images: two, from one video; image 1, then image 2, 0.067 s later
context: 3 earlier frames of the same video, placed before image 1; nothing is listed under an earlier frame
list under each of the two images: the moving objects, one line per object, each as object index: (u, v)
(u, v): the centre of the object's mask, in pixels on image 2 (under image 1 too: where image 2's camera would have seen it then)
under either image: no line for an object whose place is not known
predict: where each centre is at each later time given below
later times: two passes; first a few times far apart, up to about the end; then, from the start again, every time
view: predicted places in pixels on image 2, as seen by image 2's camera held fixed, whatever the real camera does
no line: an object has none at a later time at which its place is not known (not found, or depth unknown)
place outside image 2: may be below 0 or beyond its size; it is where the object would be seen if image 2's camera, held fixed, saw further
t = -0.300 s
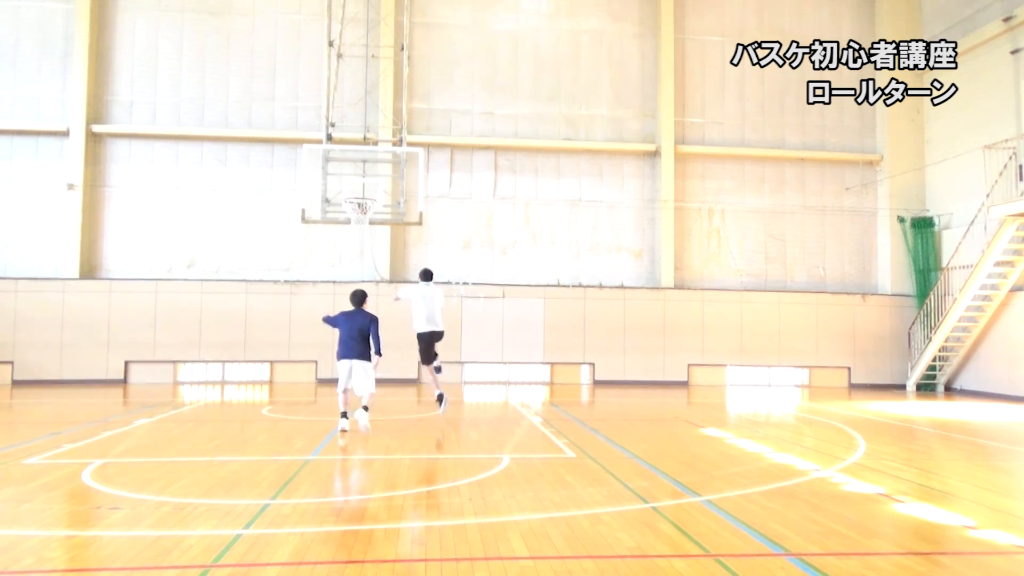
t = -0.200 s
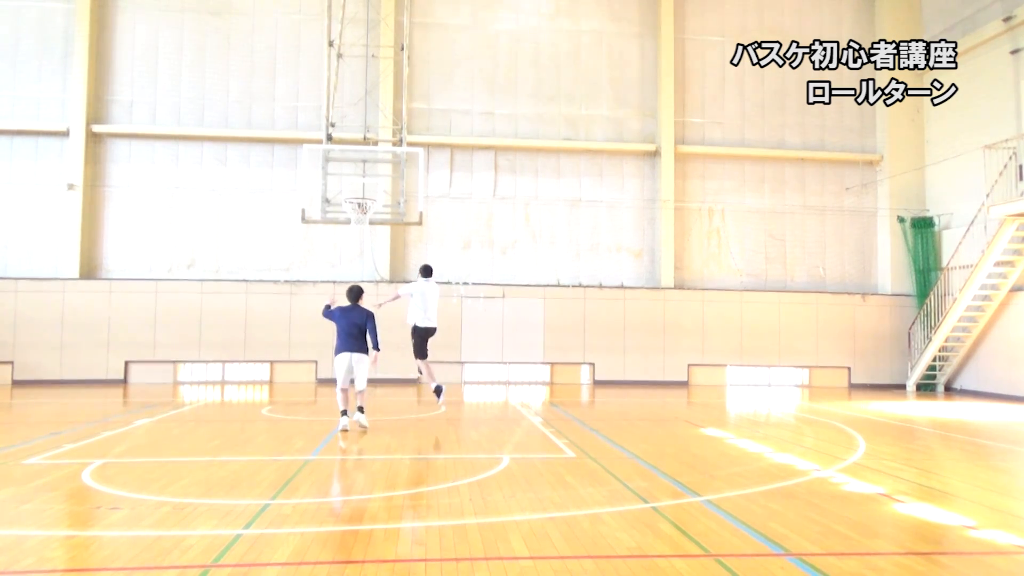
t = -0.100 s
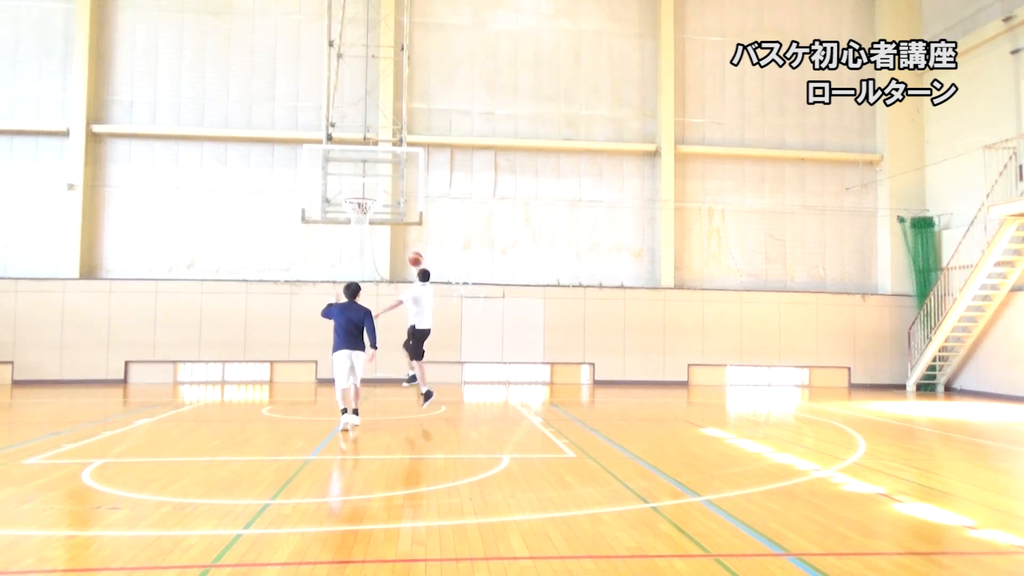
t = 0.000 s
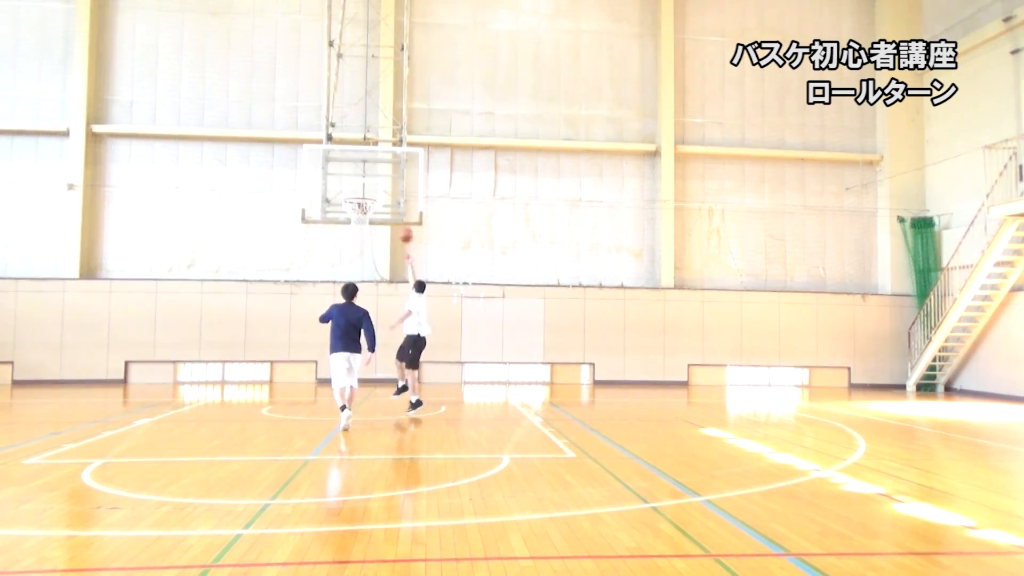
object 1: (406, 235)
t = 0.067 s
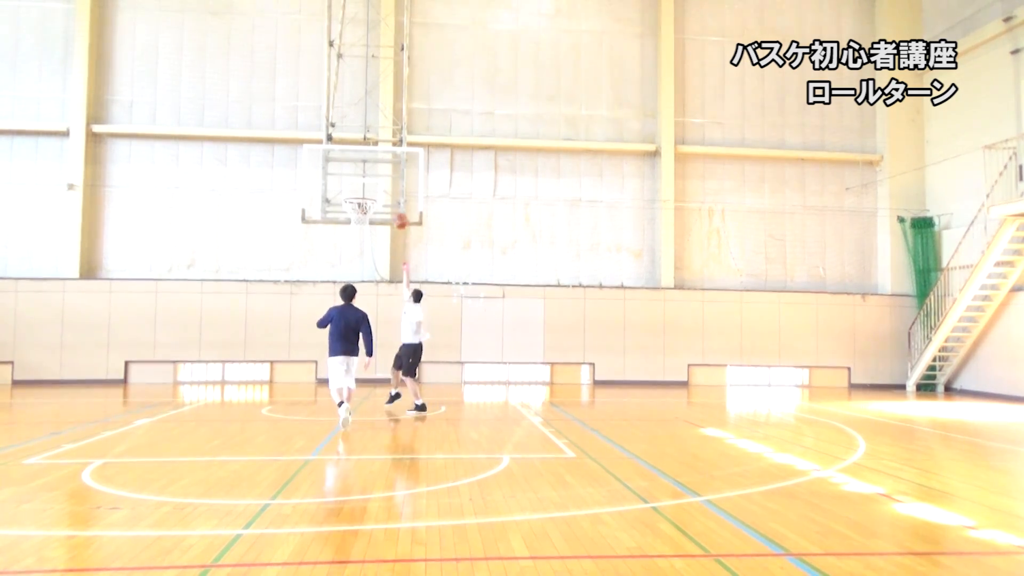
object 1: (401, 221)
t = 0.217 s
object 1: (389, 200)
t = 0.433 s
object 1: (372, 191)
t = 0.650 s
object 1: (359, 204)
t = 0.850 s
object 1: (349, 232)
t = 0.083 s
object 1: (400, 218)
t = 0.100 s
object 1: (399, 215)
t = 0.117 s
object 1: (398, 213)
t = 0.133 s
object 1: (396, 210)
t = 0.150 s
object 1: (395, 208)
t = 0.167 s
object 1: (393, 206)
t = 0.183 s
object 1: (391, 204)
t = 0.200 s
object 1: (391, 202)
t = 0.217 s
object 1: (389, 200)
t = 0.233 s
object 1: (388, 199)
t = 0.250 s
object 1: (386, 198)
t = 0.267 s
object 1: (384, 196)
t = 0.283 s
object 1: (383, 196)
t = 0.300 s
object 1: (381, 195)
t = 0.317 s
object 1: (379, 195)
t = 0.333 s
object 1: (378, 194)
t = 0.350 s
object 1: (377, 194)
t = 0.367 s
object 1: (376, 193)
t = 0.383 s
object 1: (375, 193)
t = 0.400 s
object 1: (374, 192)
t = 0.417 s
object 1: (373, 191)
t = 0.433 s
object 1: (372, 191)
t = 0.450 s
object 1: (370, 190)
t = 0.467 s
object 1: (370, 191)
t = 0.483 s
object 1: (369, 191)
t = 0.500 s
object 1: (368, 191)
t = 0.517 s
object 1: (367, 191)
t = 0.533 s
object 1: (366, 192)
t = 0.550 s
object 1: (365, 193)
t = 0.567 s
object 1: (364, 193)
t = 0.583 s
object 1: (363, 194)
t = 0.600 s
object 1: (362, 194)
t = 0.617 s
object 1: (361, 201)
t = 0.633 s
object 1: (360, 203)
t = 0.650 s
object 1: (359, 204)
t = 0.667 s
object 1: (360, 206)
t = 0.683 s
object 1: (361, 208)
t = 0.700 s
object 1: (357, 209)
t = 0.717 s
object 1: (354, 212)
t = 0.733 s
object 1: (354, 214)
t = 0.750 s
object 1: (354, 216)
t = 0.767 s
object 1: (352, 220)
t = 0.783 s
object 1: (351, 222)
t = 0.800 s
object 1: (350, 224)
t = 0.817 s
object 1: (350, 226)
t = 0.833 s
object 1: (350, 228)
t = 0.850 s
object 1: (349, 232)
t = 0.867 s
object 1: (349, 235)
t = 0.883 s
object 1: (349, 238)
